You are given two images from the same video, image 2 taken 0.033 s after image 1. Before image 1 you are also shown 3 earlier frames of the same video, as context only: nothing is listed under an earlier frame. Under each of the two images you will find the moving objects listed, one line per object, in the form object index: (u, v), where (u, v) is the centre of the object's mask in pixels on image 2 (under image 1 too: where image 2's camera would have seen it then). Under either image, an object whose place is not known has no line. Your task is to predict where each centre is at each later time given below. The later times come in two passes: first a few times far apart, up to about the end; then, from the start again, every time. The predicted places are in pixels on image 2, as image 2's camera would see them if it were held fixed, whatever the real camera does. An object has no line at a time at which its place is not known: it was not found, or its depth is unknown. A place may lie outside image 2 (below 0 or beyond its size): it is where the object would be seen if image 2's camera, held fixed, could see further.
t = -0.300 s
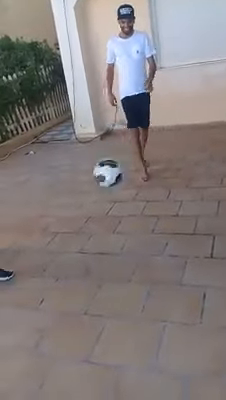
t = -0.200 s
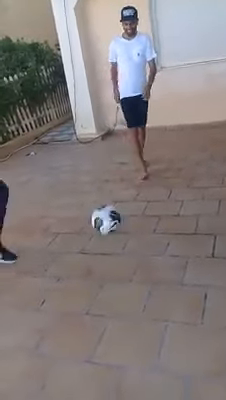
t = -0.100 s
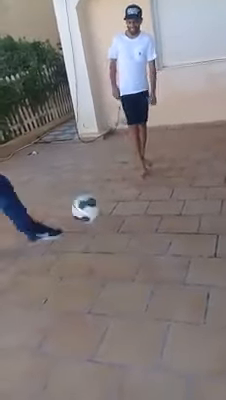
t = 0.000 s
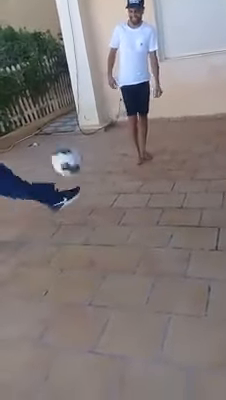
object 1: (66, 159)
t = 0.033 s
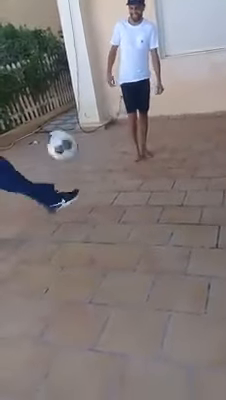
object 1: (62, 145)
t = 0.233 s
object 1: (38, 86)
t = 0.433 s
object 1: (25, 85)
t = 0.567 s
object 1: (25, 114)
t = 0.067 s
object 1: (56, 131)
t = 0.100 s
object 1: (52, 119)
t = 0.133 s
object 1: (47, 110)
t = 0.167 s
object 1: (43, 99)
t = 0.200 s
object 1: (42, 92)
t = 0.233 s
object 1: (38, 86)
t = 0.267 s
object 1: (34, 81)
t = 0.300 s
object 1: (31, 79)
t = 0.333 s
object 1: (29, 78)
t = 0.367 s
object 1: (27, 79)
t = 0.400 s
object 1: (26, 81)
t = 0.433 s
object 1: (25, 85)
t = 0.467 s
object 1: (24, 89)
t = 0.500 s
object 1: (24, 96)
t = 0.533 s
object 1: (25, 105)
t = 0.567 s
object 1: (25, 114)
